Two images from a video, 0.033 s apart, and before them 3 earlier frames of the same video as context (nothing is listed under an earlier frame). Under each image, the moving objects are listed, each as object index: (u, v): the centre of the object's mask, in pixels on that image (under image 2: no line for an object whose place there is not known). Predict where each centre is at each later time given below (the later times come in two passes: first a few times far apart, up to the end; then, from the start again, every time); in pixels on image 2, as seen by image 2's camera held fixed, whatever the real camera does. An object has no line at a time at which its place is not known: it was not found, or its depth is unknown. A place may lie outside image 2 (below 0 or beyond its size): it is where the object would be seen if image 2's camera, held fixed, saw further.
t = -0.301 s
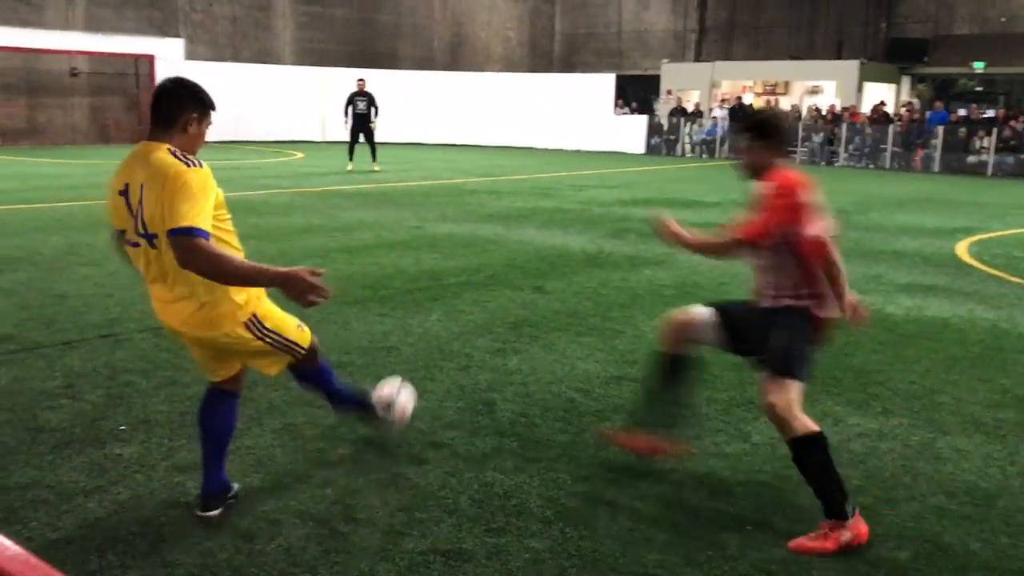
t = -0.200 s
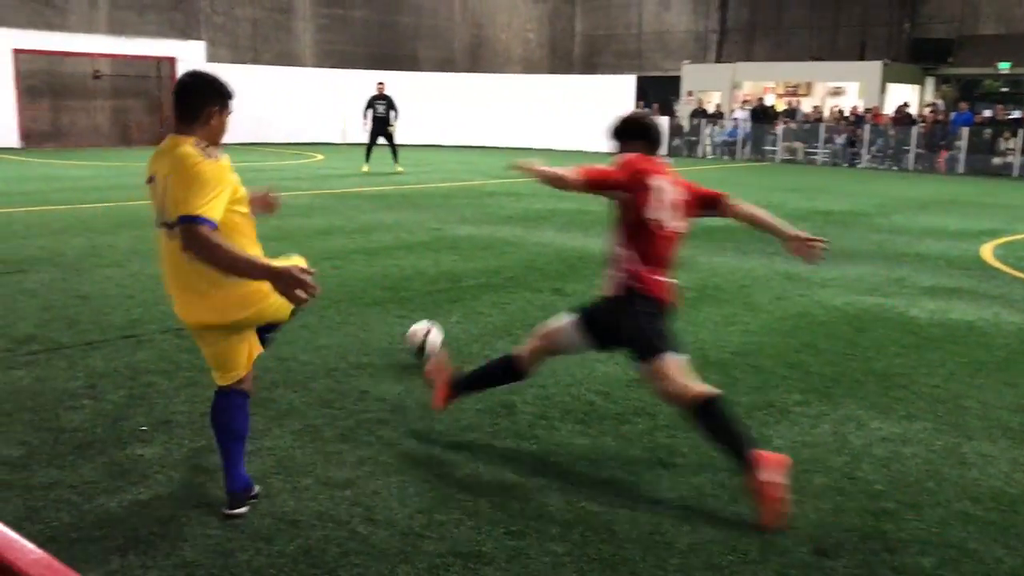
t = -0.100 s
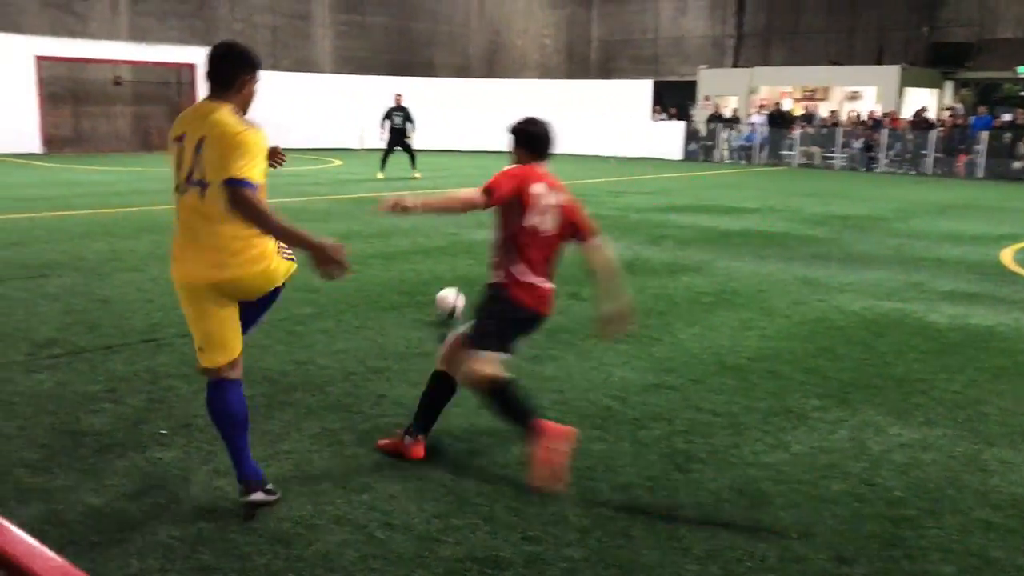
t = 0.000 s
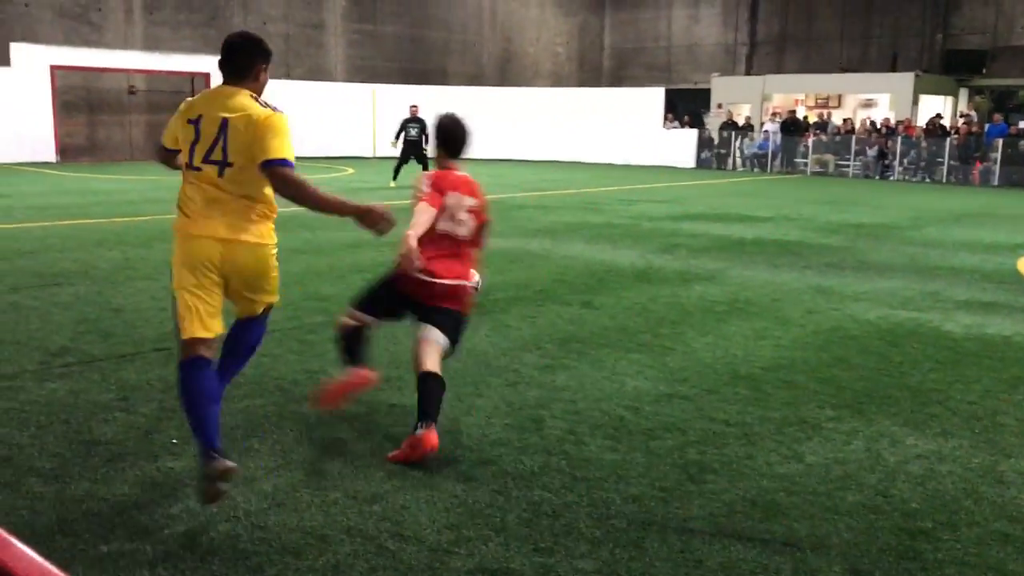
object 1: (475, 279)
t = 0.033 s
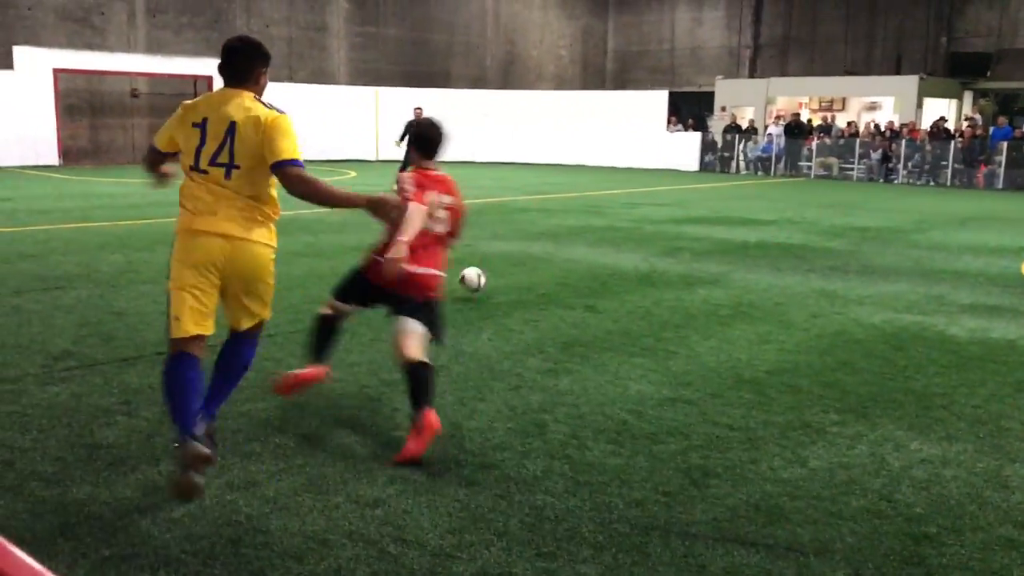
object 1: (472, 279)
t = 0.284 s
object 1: (483, 237)
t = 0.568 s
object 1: (489, 215)
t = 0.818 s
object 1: (492, 217)
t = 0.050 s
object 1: (474, 277)
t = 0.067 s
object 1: (474, 276)
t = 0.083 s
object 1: (474, 274)
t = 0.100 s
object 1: (476, 274)
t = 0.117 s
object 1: (475, 273)
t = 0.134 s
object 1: (476, 268)
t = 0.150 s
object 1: (477, 262)
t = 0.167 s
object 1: (479, 257)
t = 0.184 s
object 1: (479, 253)
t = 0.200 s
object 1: (479, 250)
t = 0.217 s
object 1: (480, 247)
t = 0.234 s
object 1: (481, 244)
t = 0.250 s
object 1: (481, 242)
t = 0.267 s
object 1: (483, 240)
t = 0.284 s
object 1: (483, 237)
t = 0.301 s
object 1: (483, 237)
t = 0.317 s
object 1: (484, 237)
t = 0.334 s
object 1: (485, 237)
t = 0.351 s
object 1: (484, 237)
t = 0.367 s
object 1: (485, 237)
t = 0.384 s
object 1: (486, 238)
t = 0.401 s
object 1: (486, 238)
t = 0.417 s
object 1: (486, 238)
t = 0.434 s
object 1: (487, 236)
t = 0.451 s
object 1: (487, 231)
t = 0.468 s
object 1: (488, 228)
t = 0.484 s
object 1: (487, 226)
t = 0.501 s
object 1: (487, 223)
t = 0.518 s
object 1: (488, 221)
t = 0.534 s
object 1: (488, 219)
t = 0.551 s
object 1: (489, 217)
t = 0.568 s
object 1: (489, 215)
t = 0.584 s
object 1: (489, 214)
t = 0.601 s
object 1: (490, 212)
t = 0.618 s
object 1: (489, 212)
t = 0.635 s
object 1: (490, 212)
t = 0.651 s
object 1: (490, 212)
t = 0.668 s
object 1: (490, 211)
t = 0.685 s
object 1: (491, 211)
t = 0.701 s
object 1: (491, 212)
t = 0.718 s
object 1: (491, 212)
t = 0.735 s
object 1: (491, 213)
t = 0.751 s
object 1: (492, 214)
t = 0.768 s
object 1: (492, 215)
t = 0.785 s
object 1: (491, 217)
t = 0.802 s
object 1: (491, 218)
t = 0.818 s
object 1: (492, 217)
